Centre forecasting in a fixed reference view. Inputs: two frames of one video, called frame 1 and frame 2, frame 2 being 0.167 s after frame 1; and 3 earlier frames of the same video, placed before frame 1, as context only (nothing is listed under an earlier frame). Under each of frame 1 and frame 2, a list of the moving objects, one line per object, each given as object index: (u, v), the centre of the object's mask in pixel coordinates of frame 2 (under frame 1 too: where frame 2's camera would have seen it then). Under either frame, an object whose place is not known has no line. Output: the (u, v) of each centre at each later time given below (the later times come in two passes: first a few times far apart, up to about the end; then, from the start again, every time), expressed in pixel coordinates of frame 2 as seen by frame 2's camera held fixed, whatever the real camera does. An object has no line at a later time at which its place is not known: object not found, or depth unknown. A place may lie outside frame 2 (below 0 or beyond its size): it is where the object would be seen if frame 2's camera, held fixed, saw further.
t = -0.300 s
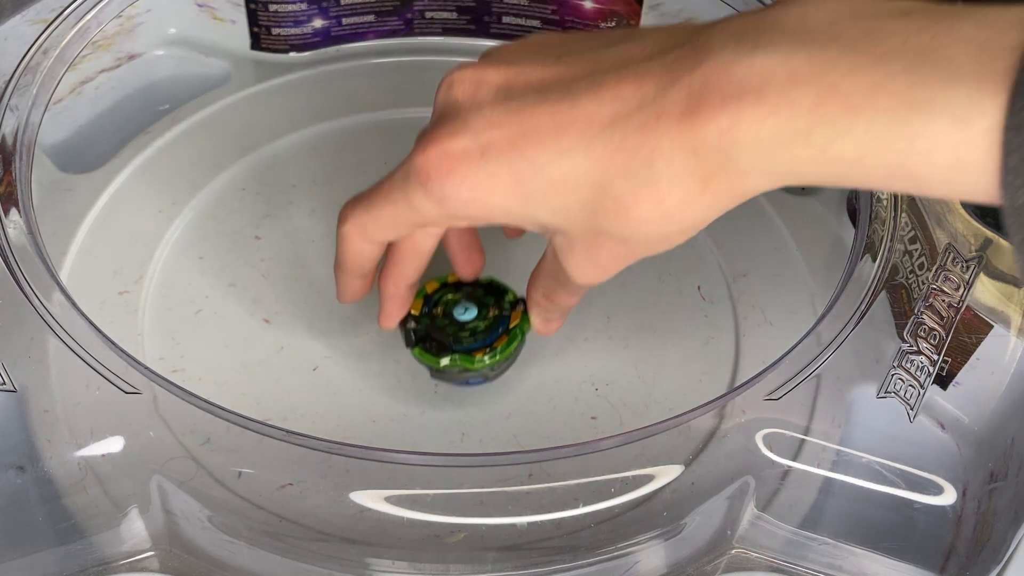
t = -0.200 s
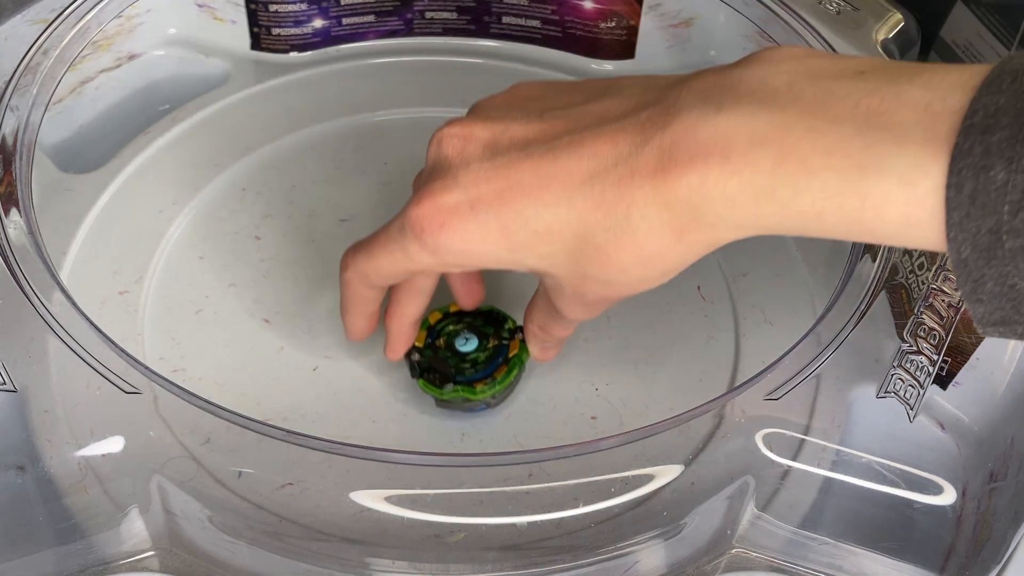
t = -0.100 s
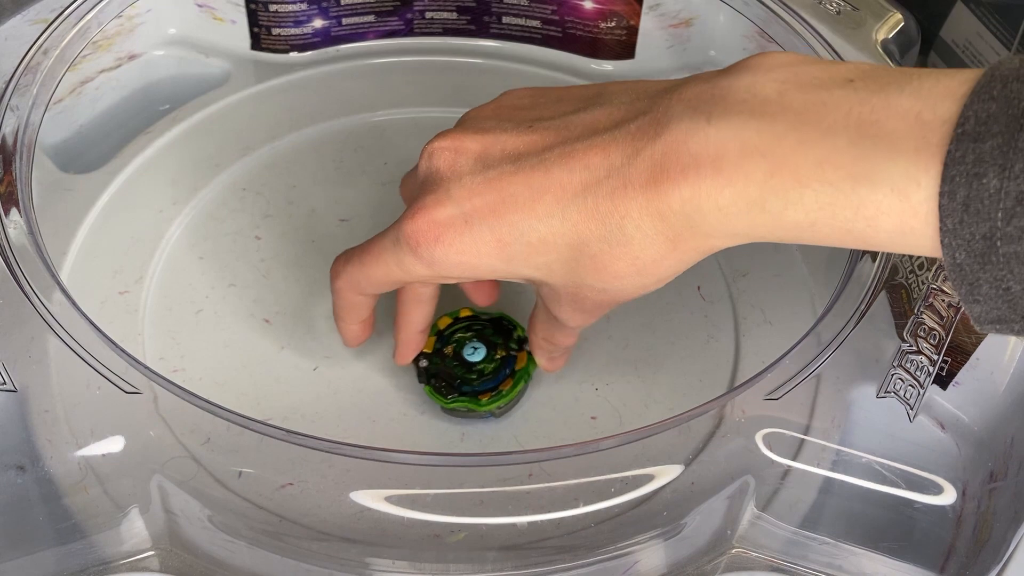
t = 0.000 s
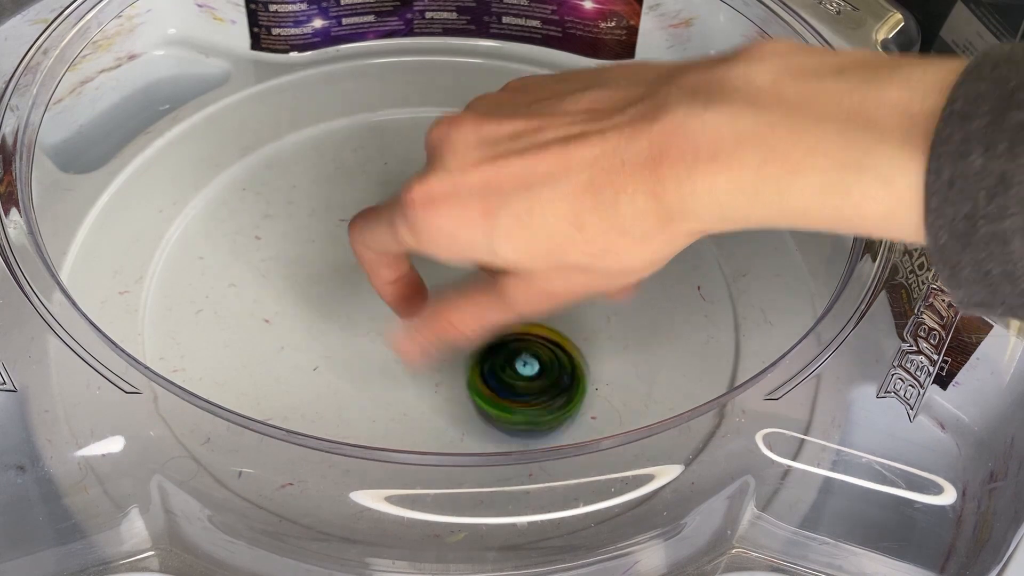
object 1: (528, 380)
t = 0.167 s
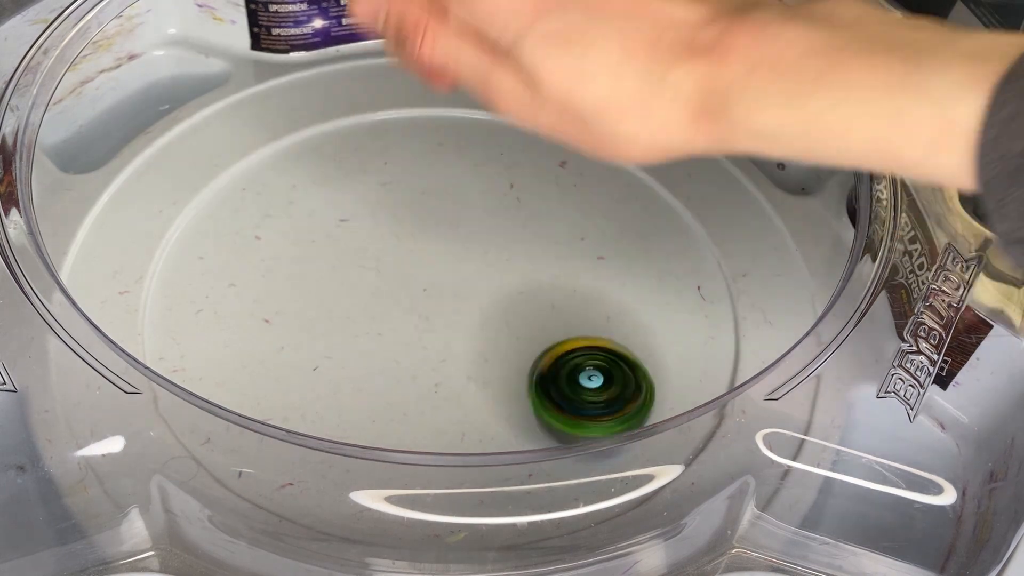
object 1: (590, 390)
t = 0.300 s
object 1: (596, 361)
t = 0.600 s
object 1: (549, 290)
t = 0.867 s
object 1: (508, 229)
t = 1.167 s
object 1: (454, 185)
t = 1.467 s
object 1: (406, 231)
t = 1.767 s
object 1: (376, 302)
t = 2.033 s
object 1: (356, 357)
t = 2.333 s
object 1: (403, 378)
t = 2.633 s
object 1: (473, 333)
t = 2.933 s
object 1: (532, 287)
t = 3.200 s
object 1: (549, 253)
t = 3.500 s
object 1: (482, 262)
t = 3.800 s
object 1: (404, 282)
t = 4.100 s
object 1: (346, 299)
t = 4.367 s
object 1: (378, 317)
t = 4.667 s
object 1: (459, 319)
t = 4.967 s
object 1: (532, 316)
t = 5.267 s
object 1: (529, 298)
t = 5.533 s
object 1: (467, 290)
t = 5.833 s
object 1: (400, 276)
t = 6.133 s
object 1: (368, 276)
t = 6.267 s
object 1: (385, 286)
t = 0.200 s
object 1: (594, 383)
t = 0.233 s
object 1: (598, 377)
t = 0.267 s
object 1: (598, 368)
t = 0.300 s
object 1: (596, 361)
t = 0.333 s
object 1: (594, 352)
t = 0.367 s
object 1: (588, 344)
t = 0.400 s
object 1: (583, 336)
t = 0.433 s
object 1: (578, 327)
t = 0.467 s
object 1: (574, 321)
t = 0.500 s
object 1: (568, 313)
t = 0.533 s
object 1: (562, 306)
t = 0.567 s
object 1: (557, 298)
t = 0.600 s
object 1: (549, 290)
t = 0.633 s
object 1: (545, 282)
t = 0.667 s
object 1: (539, 274)
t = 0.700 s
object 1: (535, 267)
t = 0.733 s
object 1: (530, 259)
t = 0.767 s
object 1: (524, 252)
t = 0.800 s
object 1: (519, 245)
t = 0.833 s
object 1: (512, 236)
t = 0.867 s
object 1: (508, 229)
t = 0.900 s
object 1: (503, 222)
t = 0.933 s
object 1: (498, 216)
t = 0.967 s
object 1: (493, 209)
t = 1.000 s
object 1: (487, 204)
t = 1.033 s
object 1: (482, 199)
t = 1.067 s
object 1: (474, 194)
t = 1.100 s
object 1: (469, 190)
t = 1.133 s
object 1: (461, 186)
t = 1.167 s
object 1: (454, 185)
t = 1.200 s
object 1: (447, 185)
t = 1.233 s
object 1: (440, 188)
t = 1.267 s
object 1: (433, 192)
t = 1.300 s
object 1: (426, 197)
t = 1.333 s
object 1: (421, 203)
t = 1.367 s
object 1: (416, 208)
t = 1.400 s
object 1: (413, 216)
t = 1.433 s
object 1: (409, 222)
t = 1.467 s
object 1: (406, 231)
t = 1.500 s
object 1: (403, 238)
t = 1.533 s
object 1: (398, 247)
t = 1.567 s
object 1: (396, 255)
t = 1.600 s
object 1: (392, 262)
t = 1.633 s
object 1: (390, 270)
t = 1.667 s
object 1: (387, 277)
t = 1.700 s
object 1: (384, 286)
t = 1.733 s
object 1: (381, 293)
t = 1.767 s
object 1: (376, 302)
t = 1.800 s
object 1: (374, 309)
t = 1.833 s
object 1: (369, 316)
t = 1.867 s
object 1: (367, 323)
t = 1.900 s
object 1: (363, 330)
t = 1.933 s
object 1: (361, 337)
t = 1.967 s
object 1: (359, 343)
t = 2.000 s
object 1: (357, 350)
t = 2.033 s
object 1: (356, 357)
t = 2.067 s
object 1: (354, 364)
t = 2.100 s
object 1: (356, 370)
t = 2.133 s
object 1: (356, 375)
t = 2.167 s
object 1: (362, 380)
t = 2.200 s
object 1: (367, 382)
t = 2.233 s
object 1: (376, 383)
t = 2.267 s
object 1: (385, 382)
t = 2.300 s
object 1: (394, 381)
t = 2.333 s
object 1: (403, 378)
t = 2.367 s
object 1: (411, 375)
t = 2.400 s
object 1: (420, 371)
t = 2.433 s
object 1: (426, 367)
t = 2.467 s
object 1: (435, 362)
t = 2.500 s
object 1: (442, 356)
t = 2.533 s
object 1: (450, 351)
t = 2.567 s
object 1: (457, 344)
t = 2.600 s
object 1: (465, 340)
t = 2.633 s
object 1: (473, 333)
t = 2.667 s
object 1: (480, 329)
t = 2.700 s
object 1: (488, 323)
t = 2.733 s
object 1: (494, 319)
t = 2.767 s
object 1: (501, 313)
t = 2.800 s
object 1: (506, 308)
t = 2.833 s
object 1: (514, 303)
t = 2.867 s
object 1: (519, 297)
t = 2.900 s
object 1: (526, 293)
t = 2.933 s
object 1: (532, 287)
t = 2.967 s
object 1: (538, 283)
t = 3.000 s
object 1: (543, 277)
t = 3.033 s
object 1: (548, 274)
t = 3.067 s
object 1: (552, 268)
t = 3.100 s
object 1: (553, 265)
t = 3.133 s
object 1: (554, 260)
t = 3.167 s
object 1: (551, 256)
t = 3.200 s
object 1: (549, 253)
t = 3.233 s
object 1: (543, 251)
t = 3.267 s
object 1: (537, 250)
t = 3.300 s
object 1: (529, 250)
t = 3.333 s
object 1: (522, 251)
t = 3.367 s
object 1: (513, 252)
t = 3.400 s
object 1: (505, 255)
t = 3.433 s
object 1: (497, 257)
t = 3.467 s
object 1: (489, 260)
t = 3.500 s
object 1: (482, 262)
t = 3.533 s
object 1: (473, 266)
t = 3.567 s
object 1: (466, 268)
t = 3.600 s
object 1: (456, 271)
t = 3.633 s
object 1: (448, 274)
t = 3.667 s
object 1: (438, 276)
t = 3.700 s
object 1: (431, 277)
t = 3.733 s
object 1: (421, 279)
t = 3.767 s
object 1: (413, 281)
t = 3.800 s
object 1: (404, 282)
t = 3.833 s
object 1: (397, 283)
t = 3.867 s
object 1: (388, 284)
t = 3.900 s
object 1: (381, 286)
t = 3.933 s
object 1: (373, 288)
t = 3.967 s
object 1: (366, 290)
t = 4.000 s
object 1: (360, 291)
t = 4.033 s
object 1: (353, 294)
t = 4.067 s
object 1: (349, 296)
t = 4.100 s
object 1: (346, 299)
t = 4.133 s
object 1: (345, 301)
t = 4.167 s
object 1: (344, 305)
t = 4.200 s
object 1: (347, 307)
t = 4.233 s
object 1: (349, 310)
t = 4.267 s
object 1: (356, 313)
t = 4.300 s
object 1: (362, 315)
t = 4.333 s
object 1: (371, 316)
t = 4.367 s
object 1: (378, 317)
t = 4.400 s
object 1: (388, 318)
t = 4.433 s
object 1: (396, 318)
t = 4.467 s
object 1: (406, 319)
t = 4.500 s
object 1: (414, 318)
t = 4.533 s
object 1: (424, 319)
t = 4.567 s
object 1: (432, 318)
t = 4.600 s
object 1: (441, 319)
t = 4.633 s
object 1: (450, 318)
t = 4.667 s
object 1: (459, 319)
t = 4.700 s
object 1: (468, 318)
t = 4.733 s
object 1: (476, 319)
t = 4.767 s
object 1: (485, 318)
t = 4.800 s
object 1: (493, 319)
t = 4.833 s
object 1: (502, 318)
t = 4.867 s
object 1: (509, 319)
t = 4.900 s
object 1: (518, 317)
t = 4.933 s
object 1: (524, 318)
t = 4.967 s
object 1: (532, 316)
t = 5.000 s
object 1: (536, 315)
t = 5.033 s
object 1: (542, 313)
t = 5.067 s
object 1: (544, 311)
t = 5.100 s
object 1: (546, 309)
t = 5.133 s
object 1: (545, 307)
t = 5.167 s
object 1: (545, 304)
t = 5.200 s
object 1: (540, 302)
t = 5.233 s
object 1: (537, 300)
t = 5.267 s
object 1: (529, 298)
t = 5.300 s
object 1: (524, 297)
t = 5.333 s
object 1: (515, 296)
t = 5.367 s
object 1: (508, 295)
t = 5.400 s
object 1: (499, 294)
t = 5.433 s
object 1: (492, 293)
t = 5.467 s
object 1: (483, 292)
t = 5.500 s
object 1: (476, 291)
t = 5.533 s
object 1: (467, 290)
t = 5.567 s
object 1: (460, 289)
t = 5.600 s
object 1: (451, 287)
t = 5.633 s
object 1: (444, 286)
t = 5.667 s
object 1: (435, 284)
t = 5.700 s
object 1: (429, 283)
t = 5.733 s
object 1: (421, 281)
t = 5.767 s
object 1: (414, 279)
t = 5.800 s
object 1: (406, 277)
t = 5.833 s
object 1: (400, 276)
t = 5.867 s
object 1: (392, 273)
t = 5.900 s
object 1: (387, 273)
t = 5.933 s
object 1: (380, 271)
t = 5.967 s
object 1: (376, 271)
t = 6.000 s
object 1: (372, 271)
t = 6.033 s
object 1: (371, 272)
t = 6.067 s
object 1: (368, 273)
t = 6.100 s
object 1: (369, 275)
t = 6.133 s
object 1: (368, 276)
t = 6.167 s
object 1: (372, 279)
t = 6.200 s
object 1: (374, 281)
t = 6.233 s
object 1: (381, 284)
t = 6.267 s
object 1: (385, 286)
